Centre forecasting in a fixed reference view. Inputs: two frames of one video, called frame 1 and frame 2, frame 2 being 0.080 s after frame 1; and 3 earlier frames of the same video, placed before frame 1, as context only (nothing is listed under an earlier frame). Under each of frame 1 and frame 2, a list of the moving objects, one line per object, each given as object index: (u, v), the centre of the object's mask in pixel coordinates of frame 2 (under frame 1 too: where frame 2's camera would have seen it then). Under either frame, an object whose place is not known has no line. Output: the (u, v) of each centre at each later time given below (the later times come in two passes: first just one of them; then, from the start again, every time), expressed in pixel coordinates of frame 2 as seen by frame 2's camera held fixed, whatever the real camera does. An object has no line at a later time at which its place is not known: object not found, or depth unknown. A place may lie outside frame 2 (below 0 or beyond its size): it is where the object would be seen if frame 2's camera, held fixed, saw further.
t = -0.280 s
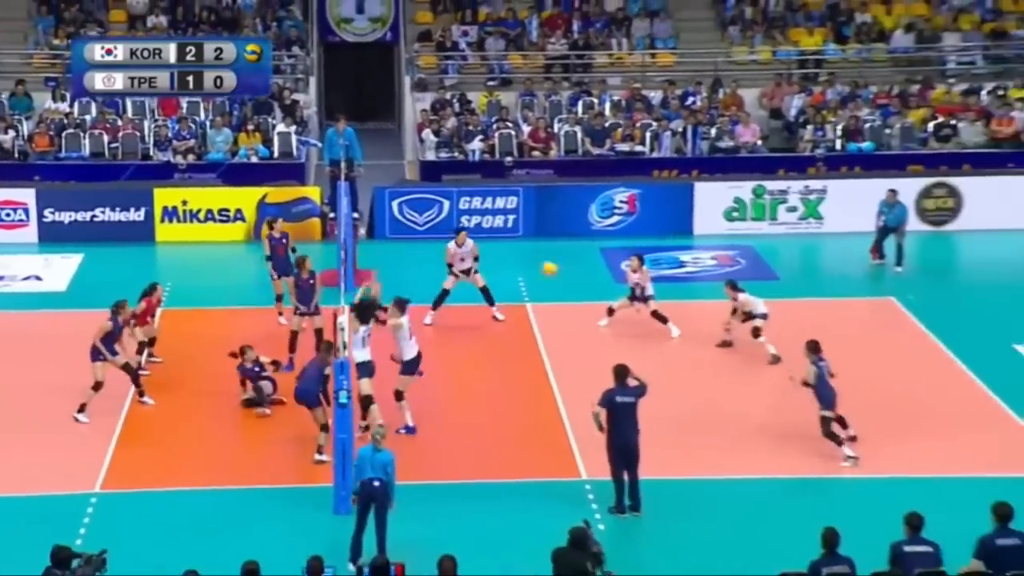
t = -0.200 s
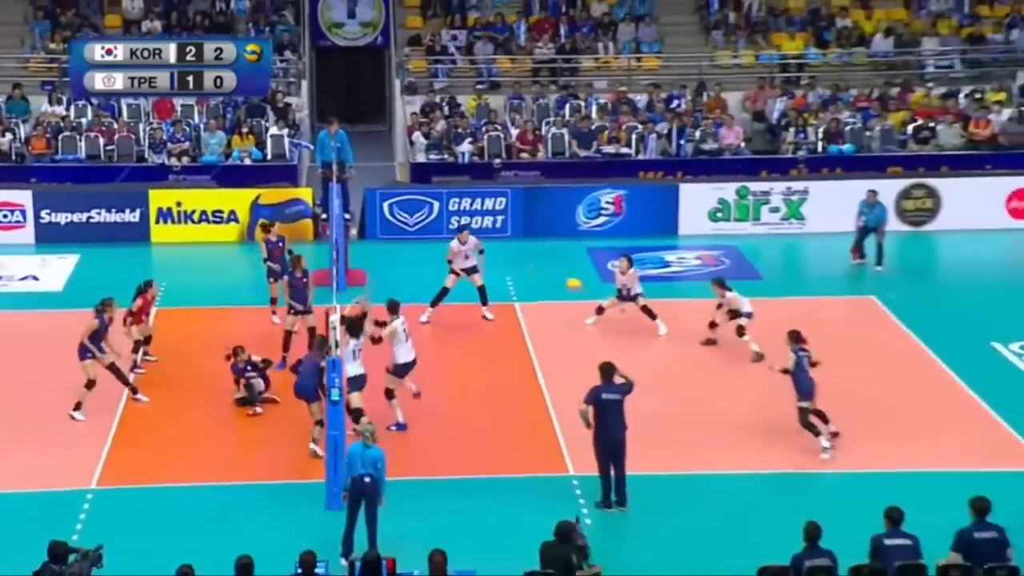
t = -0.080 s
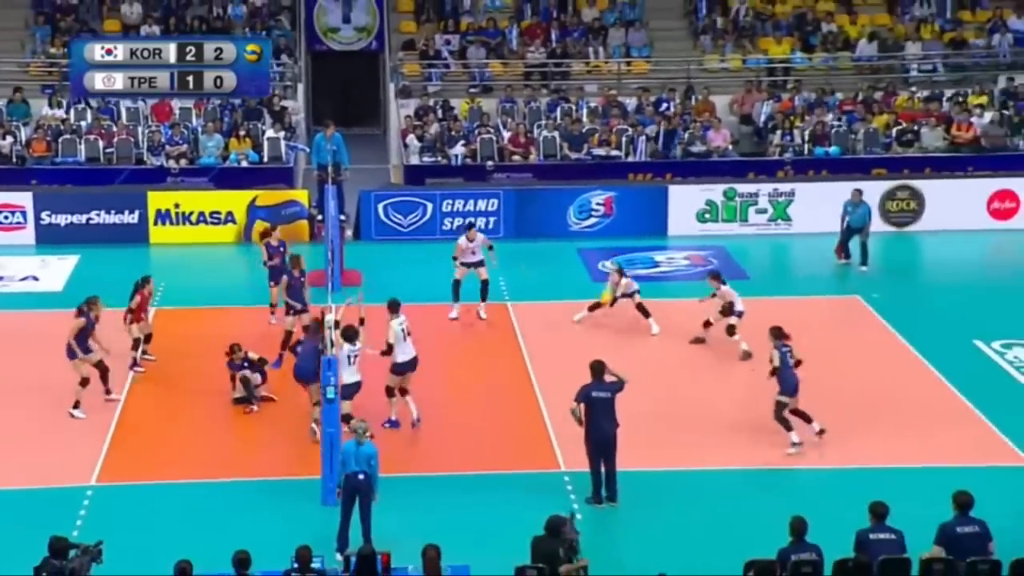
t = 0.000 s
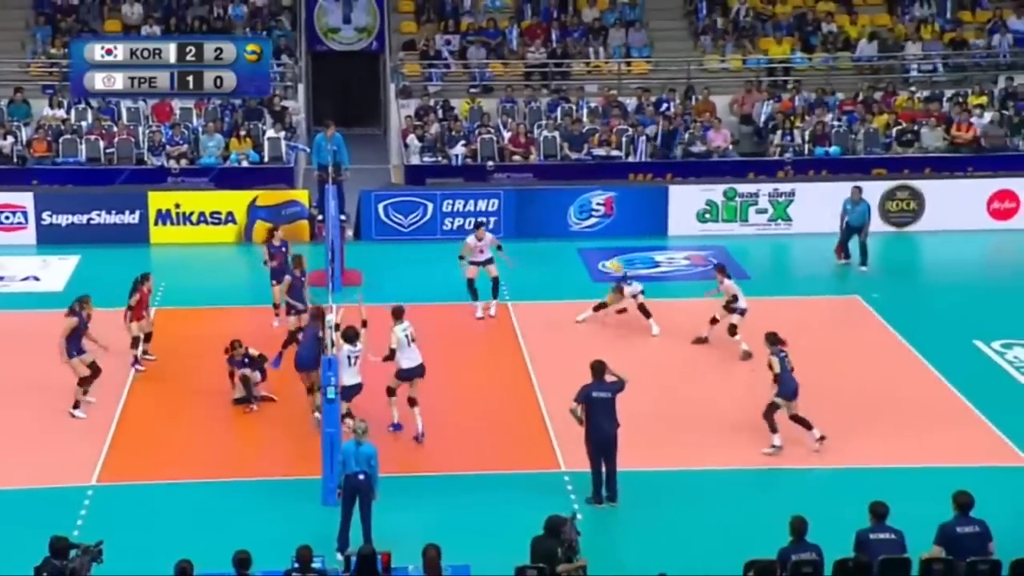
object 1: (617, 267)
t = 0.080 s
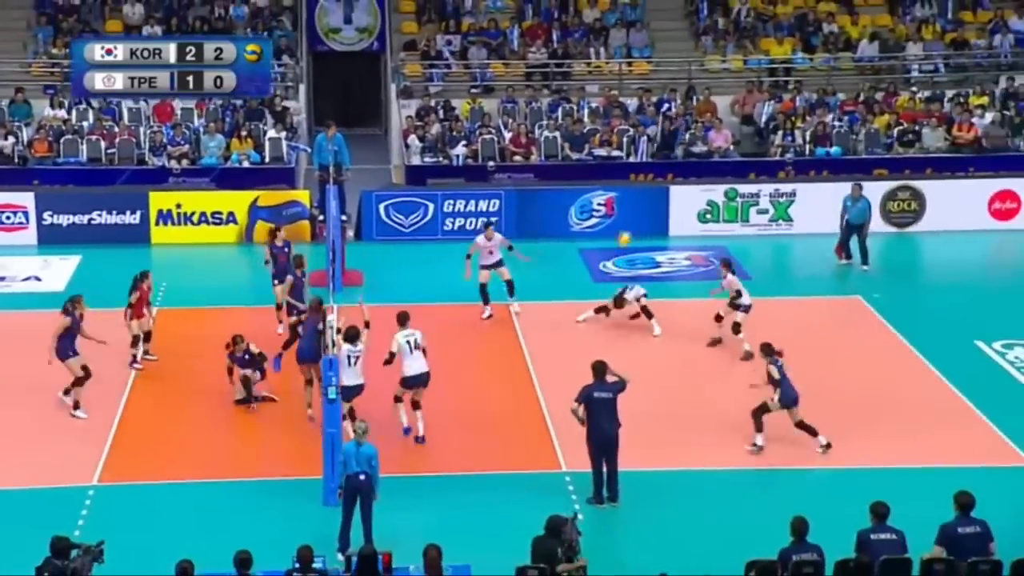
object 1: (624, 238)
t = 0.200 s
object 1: (639, 203)
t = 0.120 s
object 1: (629, 225)
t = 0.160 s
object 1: (634, 213)
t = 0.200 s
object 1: (639, 203)
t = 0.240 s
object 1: (644, 192)
